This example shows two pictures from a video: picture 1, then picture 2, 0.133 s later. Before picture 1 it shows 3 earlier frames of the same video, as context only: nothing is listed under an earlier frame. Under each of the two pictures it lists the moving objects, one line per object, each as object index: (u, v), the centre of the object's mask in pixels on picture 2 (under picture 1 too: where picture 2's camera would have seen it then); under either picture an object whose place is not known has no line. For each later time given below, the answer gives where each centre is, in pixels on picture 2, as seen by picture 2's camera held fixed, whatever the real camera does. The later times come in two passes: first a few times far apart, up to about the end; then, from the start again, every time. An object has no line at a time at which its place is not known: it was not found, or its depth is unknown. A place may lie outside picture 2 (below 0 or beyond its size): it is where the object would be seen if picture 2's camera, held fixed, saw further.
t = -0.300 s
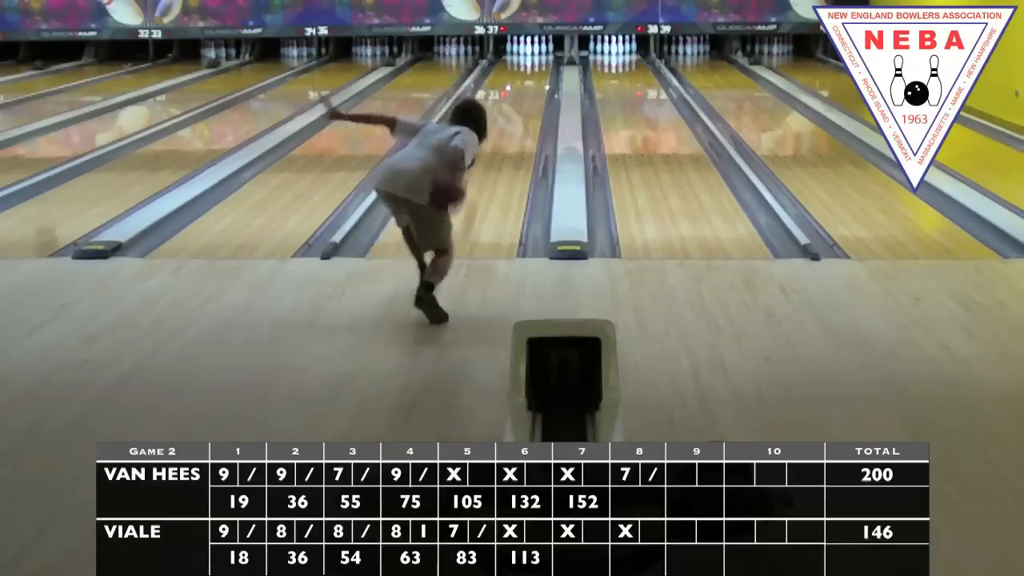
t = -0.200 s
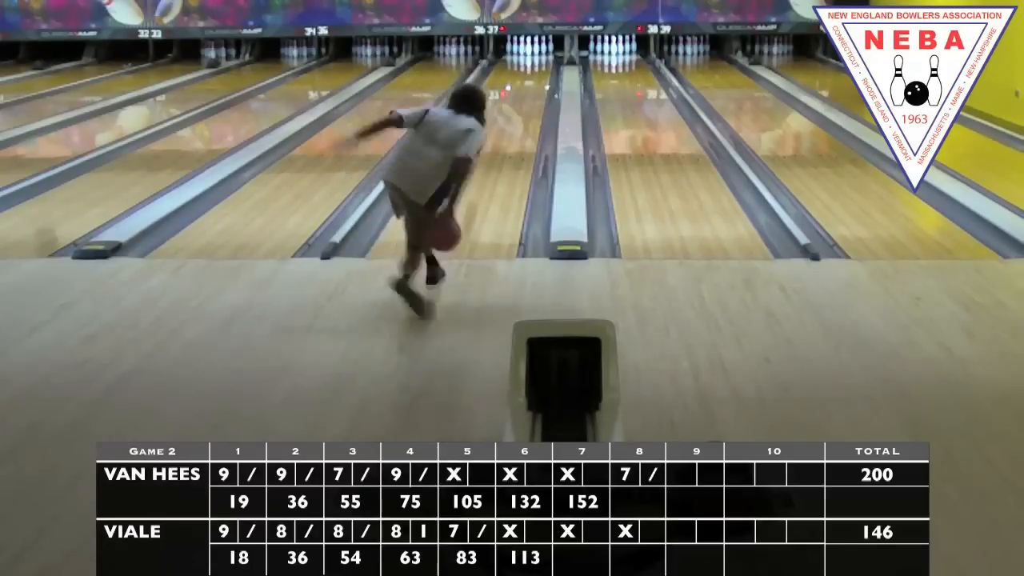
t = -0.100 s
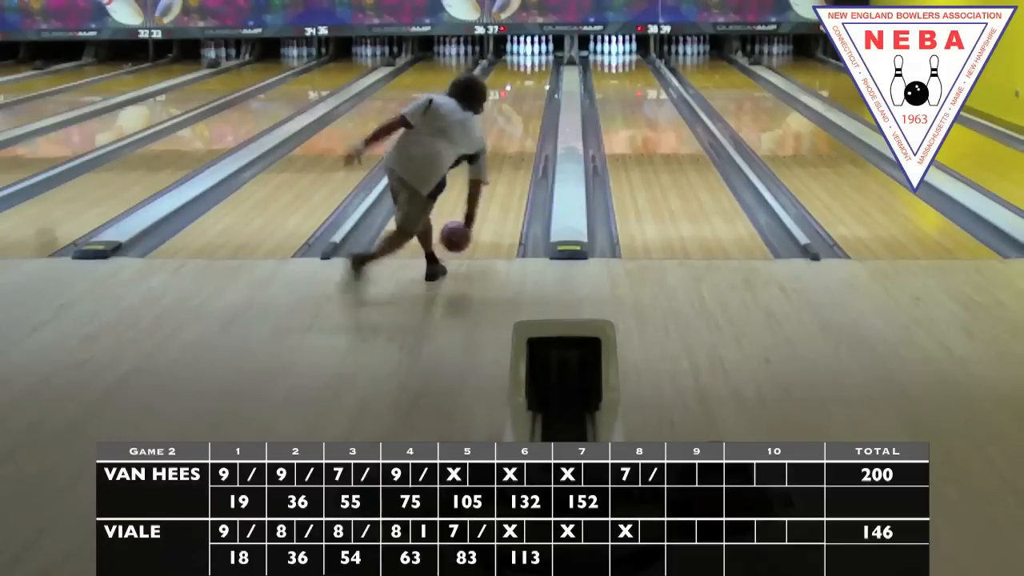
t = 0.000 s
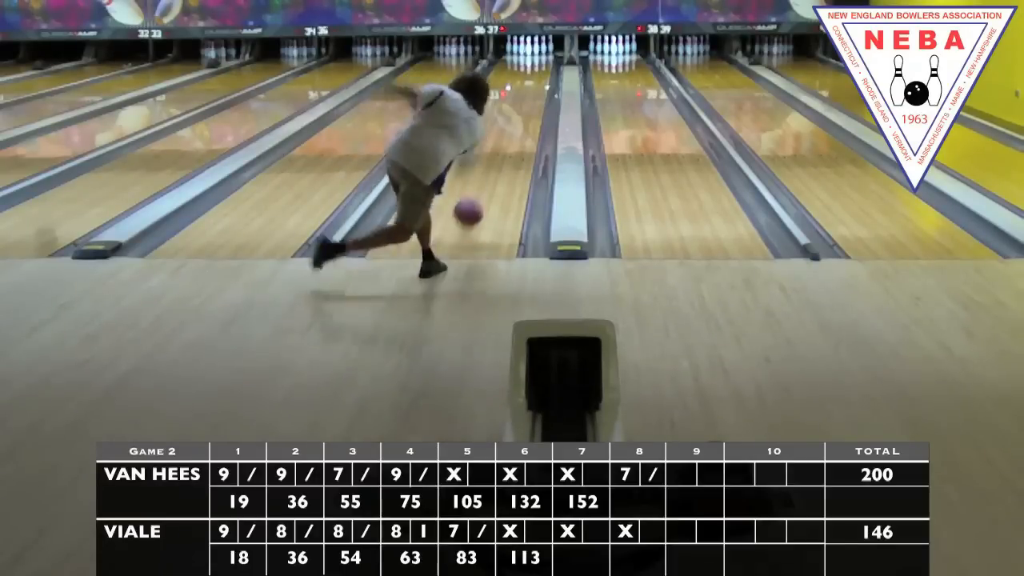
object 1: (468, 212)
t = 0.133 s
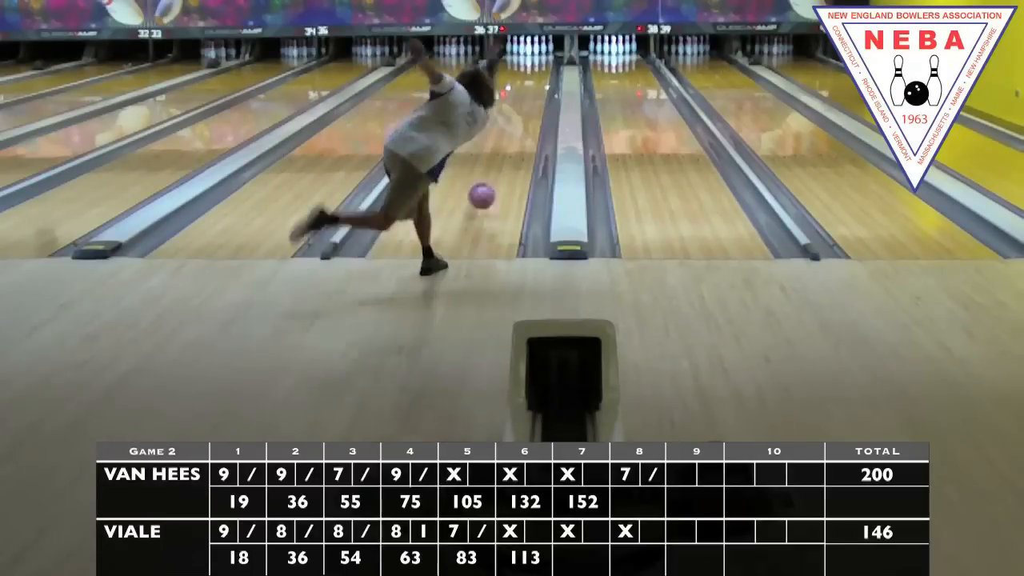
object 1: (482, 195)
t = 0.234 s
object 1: (490, 183)
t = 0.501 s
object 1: (507, 150)
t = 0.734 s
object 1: (517, 127)
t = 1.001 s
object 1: (526, 107)
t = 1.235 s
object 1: (532, 92)
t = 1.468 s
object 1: (535, 82)
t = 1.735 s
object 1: (537, 70)
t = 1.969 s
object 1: (539, 63)
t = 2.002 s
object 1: (539, 62)
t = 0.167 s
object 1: (484, 195)
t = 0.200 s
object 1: (487, 191)
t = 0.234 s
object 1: (490, 183)
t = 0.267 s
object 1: (492, 177)
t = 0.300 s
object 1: (495, 172)
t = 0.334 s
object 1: (497, 169)
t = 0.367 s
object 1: (498, 166)
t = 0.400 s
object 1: (501, 162)
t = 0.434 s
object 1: (504, 158)
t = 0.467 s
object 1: (505, 154)
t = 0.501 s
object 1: (507, 150)
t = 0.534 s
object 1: (508, 147)
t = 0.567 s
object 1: (510, 143)
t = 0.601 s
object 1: (511, 140)
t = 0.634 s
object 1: (513, 136)
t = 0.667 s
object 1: (515, 133)
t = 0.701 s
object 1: (516, 130)
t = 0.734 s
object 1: (517, 127)
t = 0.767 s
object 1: (518, 124)
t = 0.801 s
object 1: (520, 122)
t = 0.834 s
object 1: (521, 118)
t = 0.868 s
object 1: (523, 116)
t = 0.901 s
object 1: (523, 114)
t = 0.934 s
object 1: (524, 110)
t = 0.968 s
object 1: (525, 109)
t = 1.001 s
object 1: (526, 107)
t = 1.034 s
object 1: (527, 105)
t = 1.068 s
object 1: (528, 103)
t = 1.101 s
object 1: (529, 100)
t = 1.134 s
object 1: (530, 97)
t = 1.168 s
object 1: (531, 96)
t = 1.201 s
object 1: (531, 95)
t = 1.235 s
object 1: (532, 92)
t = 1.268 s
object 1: (532, 90)
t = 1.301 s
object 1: (533, 89)
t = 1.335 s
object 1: (534, 87)
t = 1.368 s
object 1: (534, 85)
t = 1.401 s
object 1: (534, 84)
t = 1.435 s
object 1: (535, 82)
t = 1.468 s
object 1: (535, 82)
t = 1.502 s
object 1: (536, 79)
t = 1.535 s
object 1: (536, 77)
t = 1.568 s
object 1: (536, 76)
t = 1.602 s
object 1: (536, 75)
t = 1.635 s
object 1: (537, 73)
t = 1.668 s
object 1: (538, 72)
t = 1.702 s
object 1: (538, 71)
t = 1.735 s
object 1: (537, 70)
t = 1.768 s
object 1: (538, 69)
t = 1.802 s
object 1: (538, 68)
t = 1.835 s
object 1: (538, 67)
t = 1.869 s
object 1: (538, 65)
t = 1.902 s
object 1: (539, 65)
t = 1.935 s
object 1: (538, 64)
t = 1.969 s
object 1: (539, 63)
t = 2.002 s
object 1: (539, 62)
